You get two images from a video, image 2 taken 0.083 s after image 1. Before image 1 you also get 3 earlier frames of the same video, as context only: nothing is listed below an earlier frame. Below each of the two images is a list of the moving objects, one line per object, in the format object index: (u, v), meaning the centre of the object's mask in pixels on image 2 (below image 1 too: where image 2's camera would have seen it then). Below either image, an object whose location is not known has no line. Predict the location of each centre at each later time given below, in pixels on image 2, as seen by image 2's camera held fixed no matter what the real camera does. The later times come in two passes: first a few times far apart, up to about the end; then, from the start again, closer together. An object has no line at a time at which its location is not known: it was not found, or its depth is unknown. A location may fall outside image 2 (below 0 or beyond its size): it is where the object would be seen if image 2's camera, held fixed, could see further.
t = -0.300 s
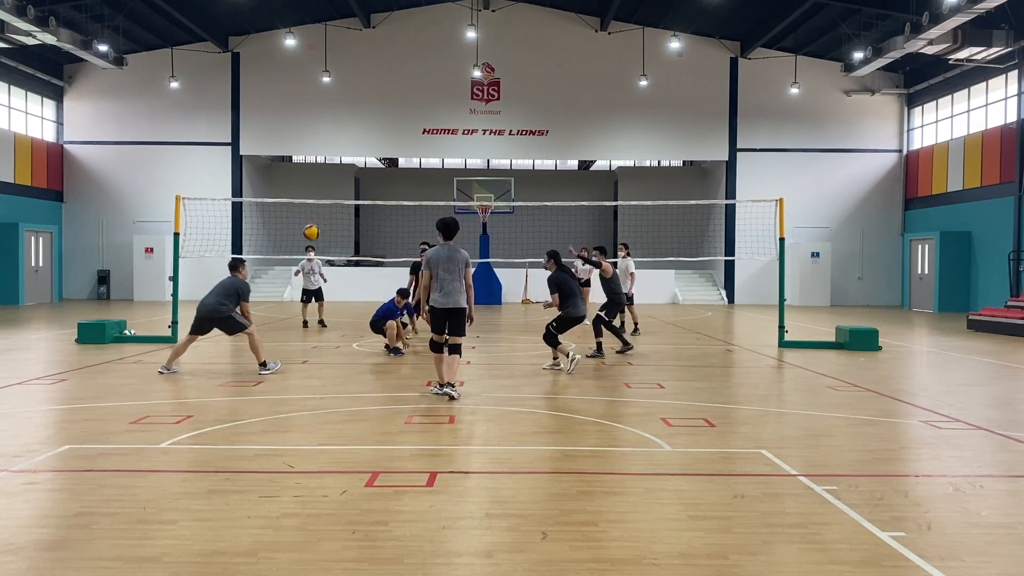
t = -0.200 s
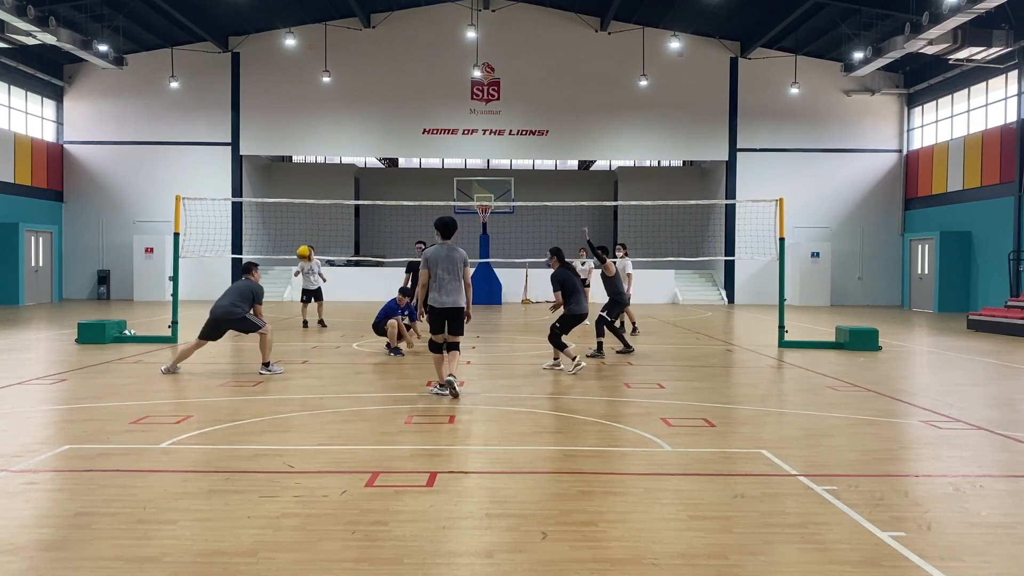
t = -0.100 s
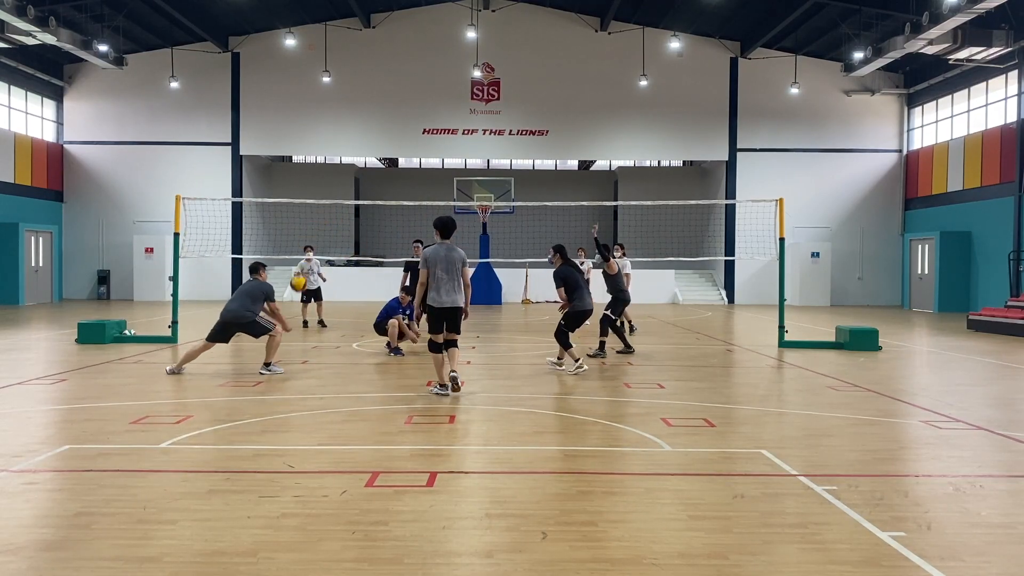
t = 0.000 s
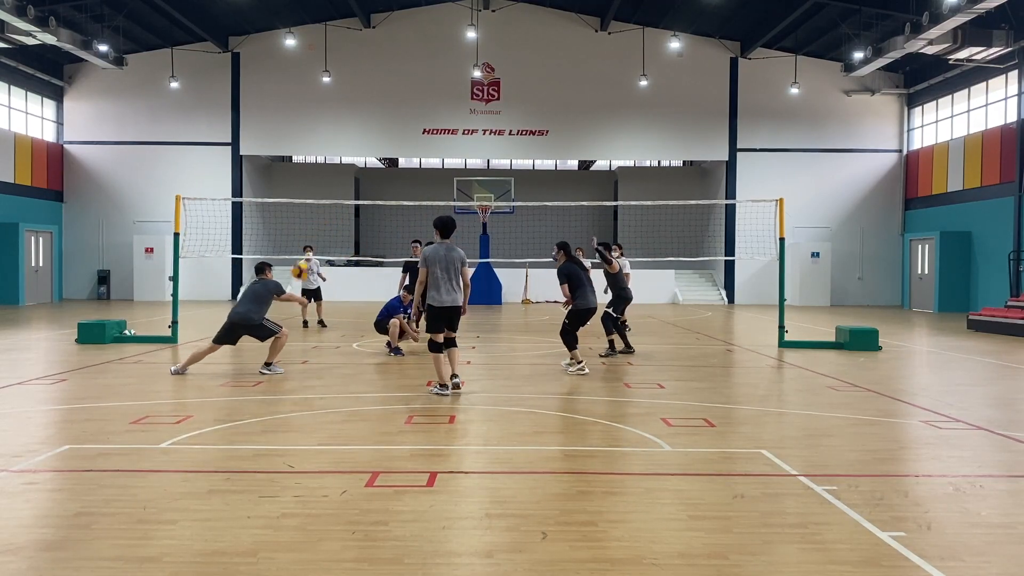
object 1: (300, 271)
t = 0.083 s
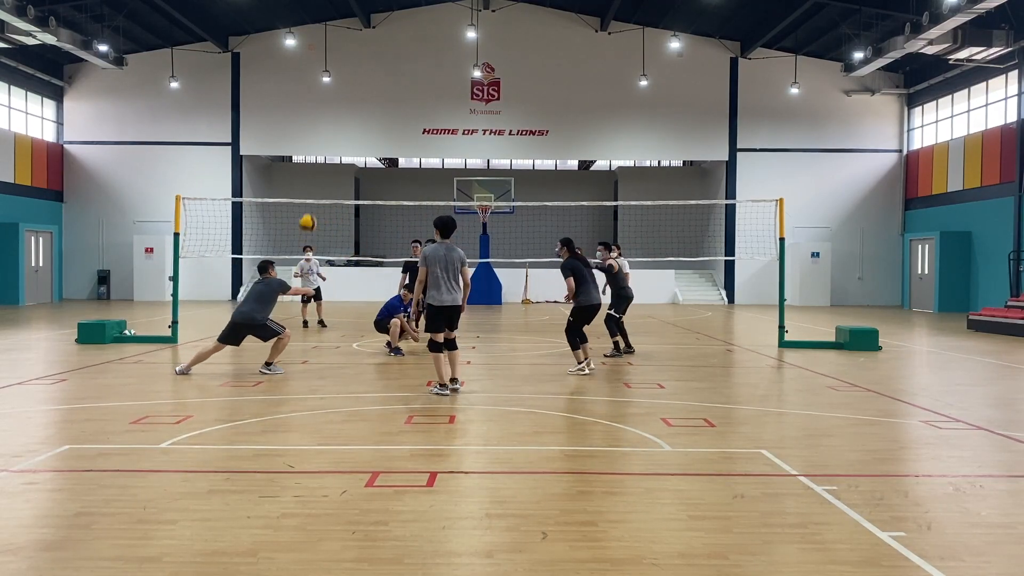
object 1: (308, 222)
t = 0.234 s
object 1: (320, 150)
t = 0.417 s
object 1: (334, 89)
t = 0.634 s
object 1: (350, 50)
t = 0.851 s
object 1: (366, 49)
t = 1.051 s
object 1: (379, 81)
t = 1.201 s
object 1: (390, 125)
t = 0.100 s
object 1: (309, 214)
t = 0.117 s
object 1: (311, 205)
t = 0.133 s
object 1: (312, 196)
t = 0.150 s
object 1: (313, 188)
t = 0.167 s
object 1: (315, 181)
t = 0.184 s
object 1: (316, 173)
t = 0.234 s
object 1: (320, 150)
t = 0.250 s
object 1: (322, 144)
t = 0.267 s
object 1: (323, 138)
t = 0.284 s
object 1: (324, 131)
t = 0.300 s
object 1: (326, 126)
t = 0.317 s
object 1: (327, 119)
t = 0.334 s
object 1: (328, 114)
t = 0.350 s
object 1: (329, 108)
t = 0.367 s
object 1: (330, 103)
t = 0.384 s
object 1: (332, 98)
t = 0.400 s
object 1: (333, 93)
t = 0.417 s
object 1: (334, 89)
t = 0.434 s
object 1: (336, 84)
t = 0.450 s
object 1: (337, 80)
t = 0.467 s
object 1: (338, 76)
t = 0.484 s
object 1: (339, 72)
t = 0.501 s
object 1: (340, 69)
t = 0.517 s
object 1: (342, 66)
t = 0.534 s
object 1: (343, 63)
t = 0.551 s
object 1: (344, 61)
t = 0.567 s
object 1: (345, 58)
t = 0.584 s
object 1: (346, 56)
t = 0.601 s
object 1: (348, 54)
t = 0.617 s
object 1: (349, 52)
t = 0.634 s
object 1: (350, 50)
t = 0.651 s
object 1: (351, 49)
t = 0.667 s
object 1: (352, 48)
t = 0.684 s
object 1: (354, 47)
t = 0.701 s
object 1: (355, 46)
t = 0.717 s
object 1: (356, 45)
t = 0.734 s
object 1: (357, 45)
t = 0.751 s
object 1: (358, 45)
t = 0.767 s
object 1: (360, 45)
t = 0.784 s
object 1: (361, 46)
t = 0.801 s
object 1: (362, 46)
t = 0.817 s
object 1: (363, 47)
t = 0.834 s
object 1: (364, 48)
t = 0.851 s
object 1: (366, 49)
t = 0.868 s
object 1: (367, 51)
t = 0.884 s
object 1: (368, 53)
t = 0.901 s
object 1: (369, 54)
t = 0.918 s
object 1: (370, 57)
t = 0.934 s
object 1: (371, 59)
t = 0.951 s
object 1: (373, 62)
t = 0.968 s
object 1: (374, 64)
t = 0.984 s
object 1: (375, 67)
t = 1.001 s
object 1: (376, 71)
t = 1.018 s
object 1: (377, 74)
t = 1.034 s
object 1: (379, 78)
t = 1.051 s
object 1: (379, 81)
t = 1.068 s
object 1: (381, 85)
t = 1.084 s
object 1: (382, 90)
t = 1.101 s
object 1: (383, 94)
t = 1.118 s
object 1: (384, 99)
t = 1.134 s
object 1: (385, 104)
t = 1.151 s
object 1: (386, 109)
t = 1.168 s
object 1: (388, 114)
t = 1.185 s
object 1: (389, 120)
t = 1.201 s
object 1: (390, 125)
